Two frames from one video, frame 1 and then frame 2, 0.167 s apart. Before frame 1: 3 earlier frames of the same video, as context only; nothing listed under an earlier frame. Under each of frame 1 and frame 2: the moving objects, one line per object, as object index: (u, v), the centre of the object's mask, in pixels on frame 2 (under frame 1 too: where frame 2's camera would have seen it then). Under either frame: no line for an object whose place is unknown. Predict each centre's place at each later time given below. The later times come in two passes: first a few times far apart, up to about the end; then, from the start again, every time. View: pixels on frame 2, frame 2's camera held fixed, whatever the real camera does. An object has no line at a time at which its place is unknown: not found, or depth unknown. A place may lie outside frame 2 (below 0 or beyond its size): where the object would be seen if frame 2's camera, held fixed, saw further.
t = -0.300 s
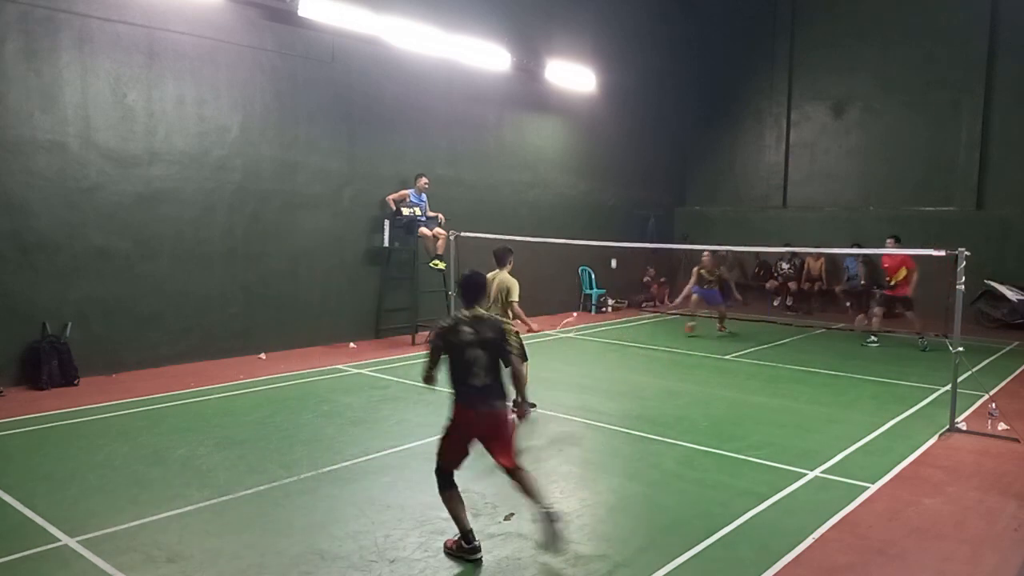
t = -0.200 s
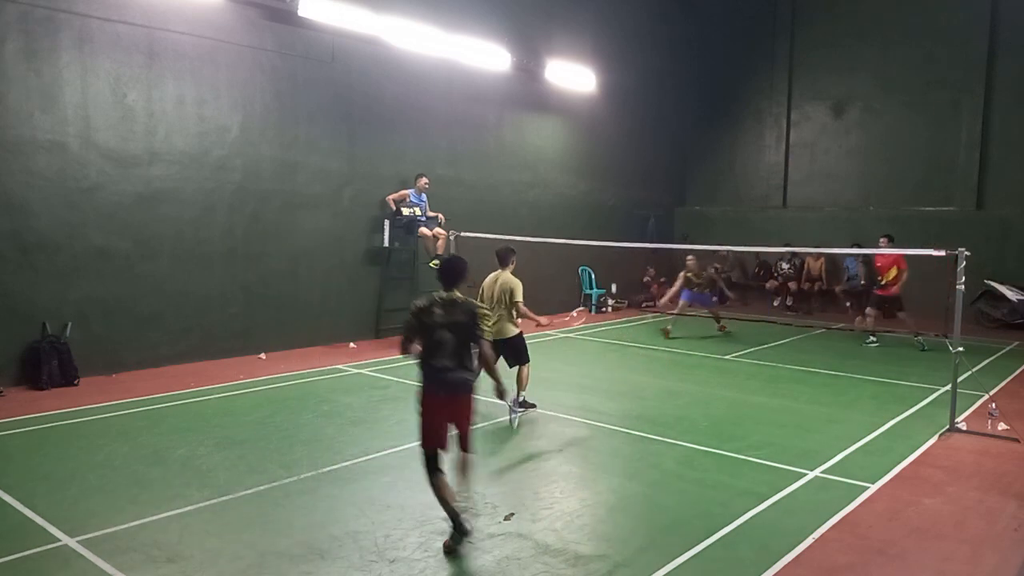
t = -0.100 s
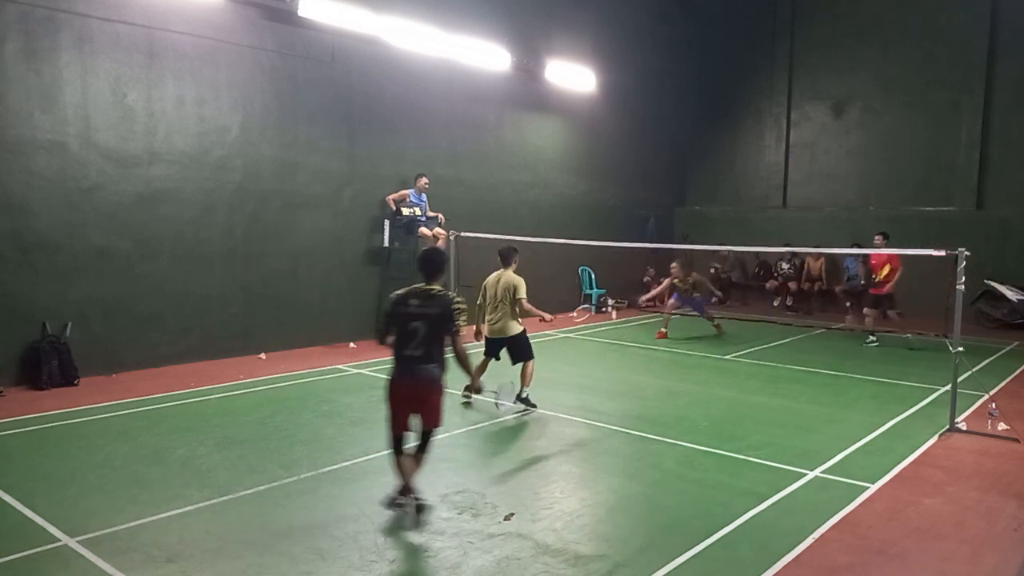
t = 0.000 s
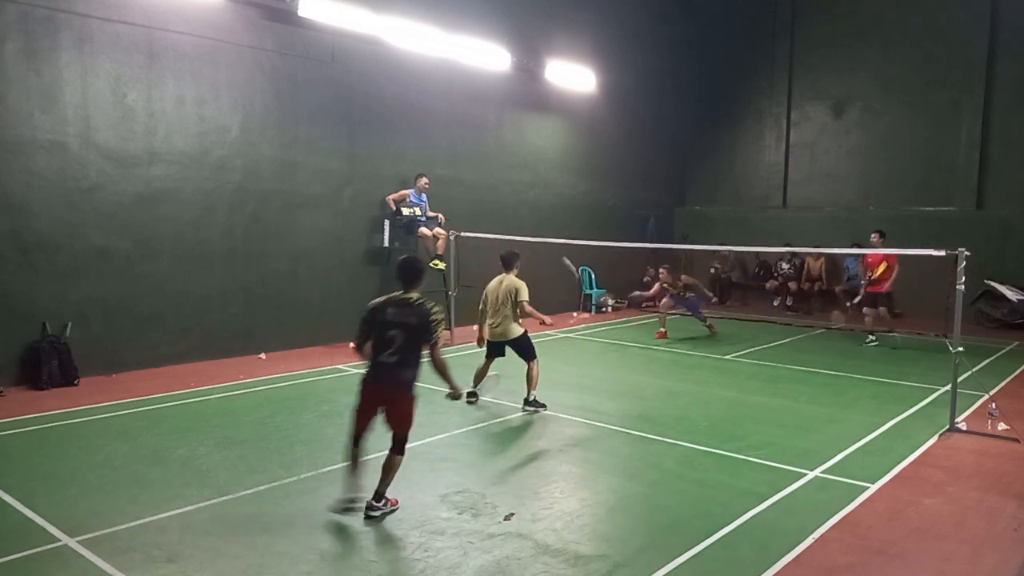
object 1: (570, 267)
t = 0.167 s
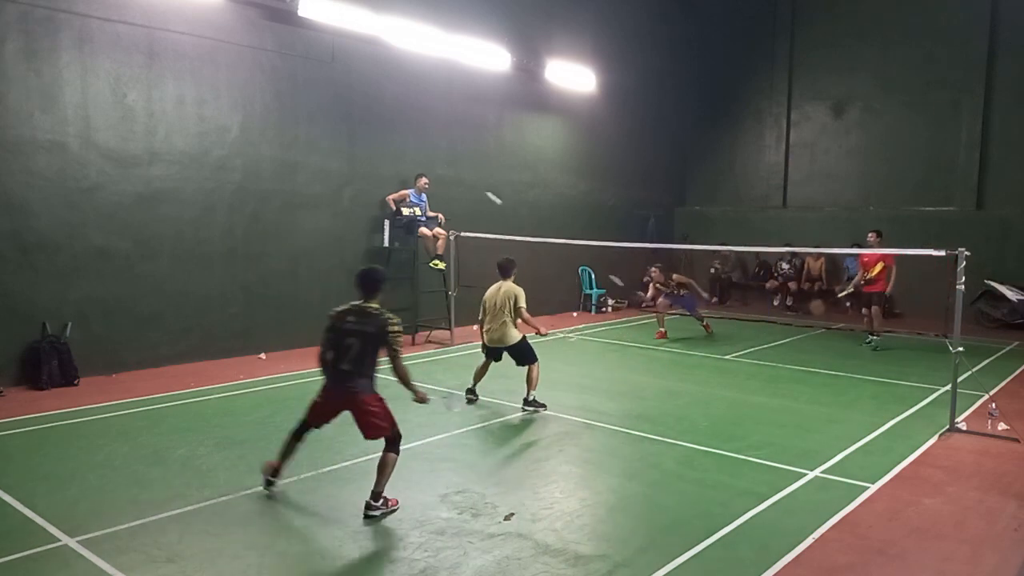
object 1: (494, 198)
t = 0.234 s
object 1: (466, 179)
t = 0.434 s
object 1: (390, 146)
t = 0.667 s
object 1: (306, 154)
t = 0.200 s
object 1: (480, 189)
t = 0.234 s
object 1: (466, 179)
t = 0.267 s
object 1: (453, 171)
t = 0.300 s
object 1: (440, 164)
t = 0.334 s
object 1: (428, 158)
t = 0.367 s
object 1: (415, 153)
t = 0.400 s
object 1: (402, 149)
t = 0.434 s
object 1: (390, 146)
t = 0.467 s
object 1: (378, 144)
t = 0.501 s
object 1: (365, 144)
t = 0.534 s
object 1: (353, 143)
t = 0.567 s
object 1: (341, 145)
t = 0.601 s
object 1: (329, 147)
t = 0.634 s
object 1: (318, 149)
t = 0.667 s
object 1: (306, 154)
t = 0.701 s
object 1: (294, 159)
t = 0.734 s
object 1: (283, 165)
